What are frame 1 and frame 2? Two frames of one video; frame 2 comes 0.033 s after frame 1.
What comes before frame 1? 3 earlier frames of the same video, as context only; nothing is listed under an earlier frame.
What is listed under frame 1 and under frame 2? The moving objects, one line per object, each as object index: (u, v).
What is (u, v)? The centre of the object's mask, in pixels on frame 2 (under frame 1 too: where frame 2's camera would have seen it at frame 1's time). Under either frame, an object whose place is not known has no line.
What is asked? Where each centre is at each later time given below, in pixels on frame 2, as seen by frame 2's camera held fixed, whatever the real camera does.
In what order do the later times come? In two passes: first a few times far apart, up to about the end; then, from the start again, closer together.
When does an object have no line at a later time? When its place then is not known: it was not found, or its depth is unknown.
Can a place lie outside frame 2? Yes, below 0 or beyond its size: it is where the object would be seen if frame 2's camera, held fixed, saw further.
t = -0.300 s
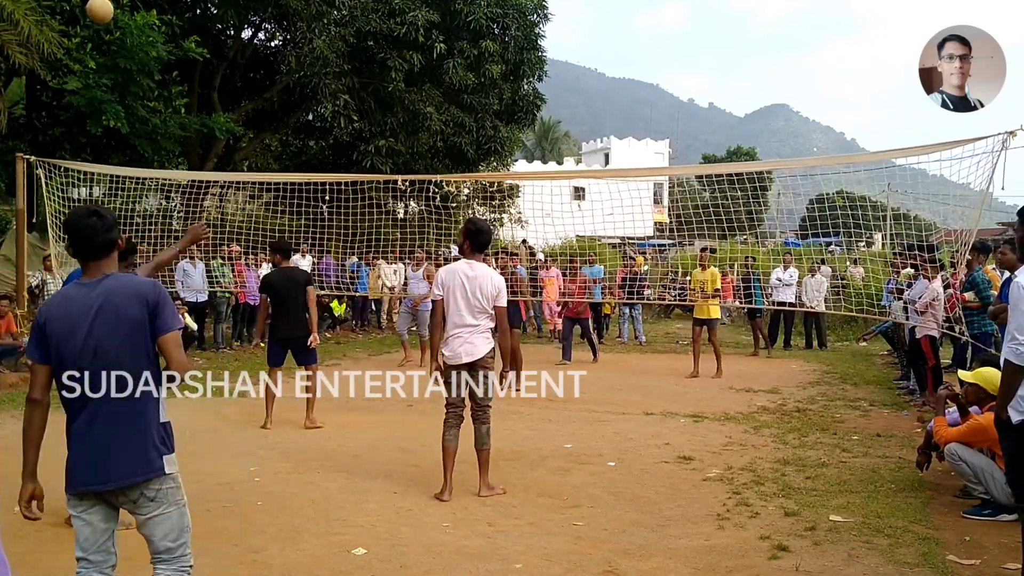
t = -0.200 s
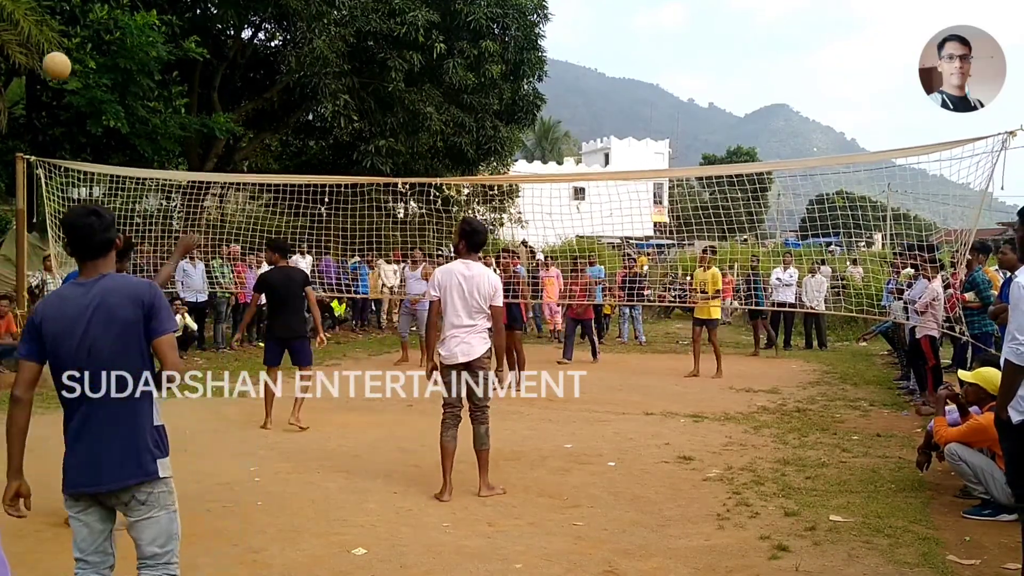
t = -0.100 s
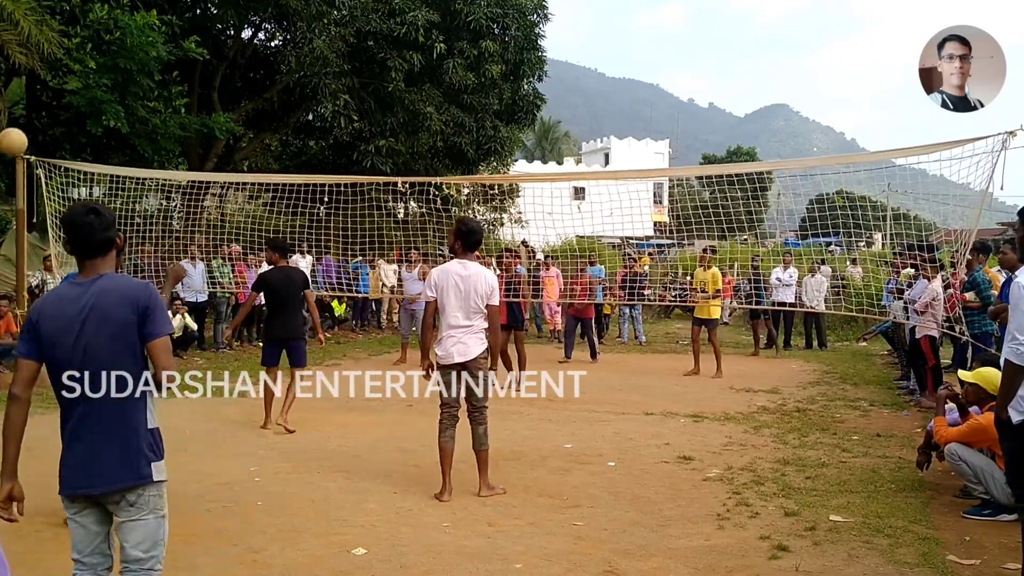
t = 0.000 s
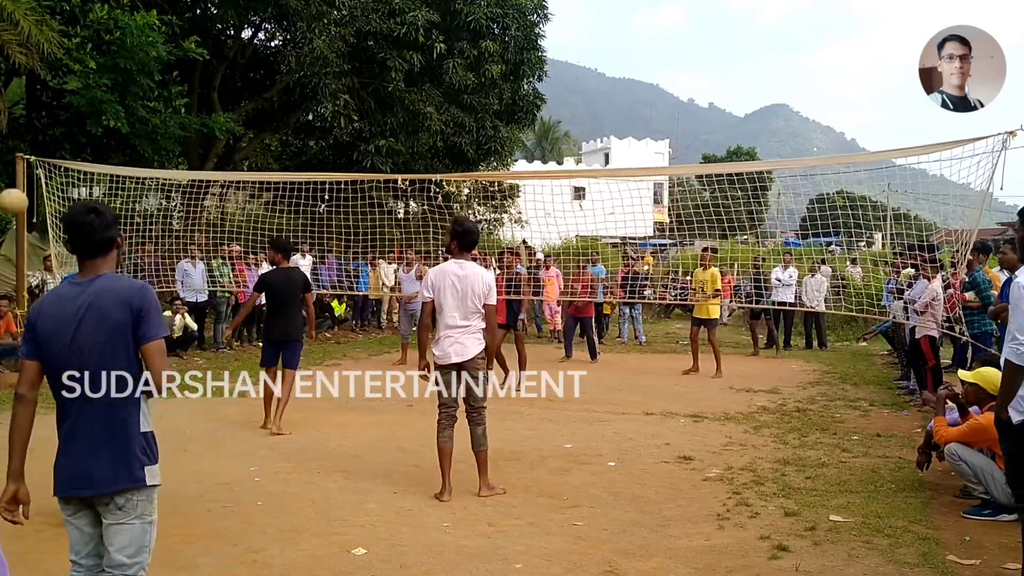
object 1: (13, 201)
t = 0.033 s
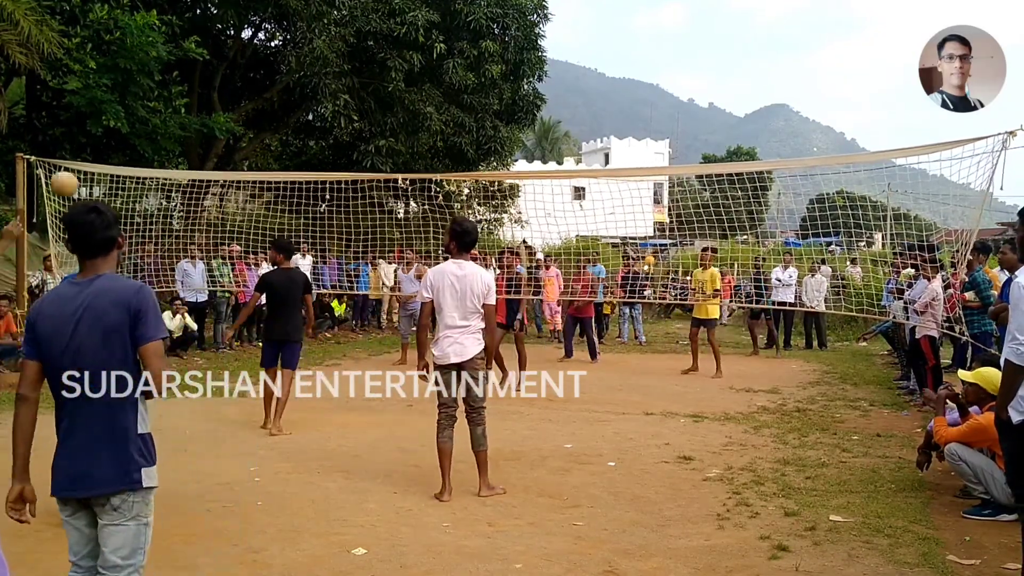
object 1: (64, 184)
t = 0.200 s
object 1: (261, 135)
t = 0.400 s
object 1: (414, 133)
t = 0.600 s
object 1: (514, 164)
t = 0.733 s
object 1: (565, 196)
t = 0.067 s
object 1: (110, 169)
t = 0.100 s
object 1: (153, 158)
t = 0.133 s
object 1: (192, 148)
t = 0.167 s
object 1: (228, 141)
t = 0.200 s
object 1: (261, 135)
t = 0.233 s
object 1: (292, 131)
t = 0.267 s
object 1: (321, 129)
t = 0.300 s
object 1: (346, 128)
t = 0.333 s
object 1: (371, 129)
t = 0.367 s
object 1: (393, 130)
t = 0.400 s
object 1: (414, 133)
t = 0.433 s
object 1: (434, 136)
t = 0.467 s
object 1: (452, 140)
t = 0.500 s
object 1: (469, 145)
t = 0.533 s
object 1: (485, 151)
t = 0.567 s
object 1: (500, 156)
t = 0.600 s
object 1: (514, 164)
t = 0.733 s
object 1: (565, 196)
